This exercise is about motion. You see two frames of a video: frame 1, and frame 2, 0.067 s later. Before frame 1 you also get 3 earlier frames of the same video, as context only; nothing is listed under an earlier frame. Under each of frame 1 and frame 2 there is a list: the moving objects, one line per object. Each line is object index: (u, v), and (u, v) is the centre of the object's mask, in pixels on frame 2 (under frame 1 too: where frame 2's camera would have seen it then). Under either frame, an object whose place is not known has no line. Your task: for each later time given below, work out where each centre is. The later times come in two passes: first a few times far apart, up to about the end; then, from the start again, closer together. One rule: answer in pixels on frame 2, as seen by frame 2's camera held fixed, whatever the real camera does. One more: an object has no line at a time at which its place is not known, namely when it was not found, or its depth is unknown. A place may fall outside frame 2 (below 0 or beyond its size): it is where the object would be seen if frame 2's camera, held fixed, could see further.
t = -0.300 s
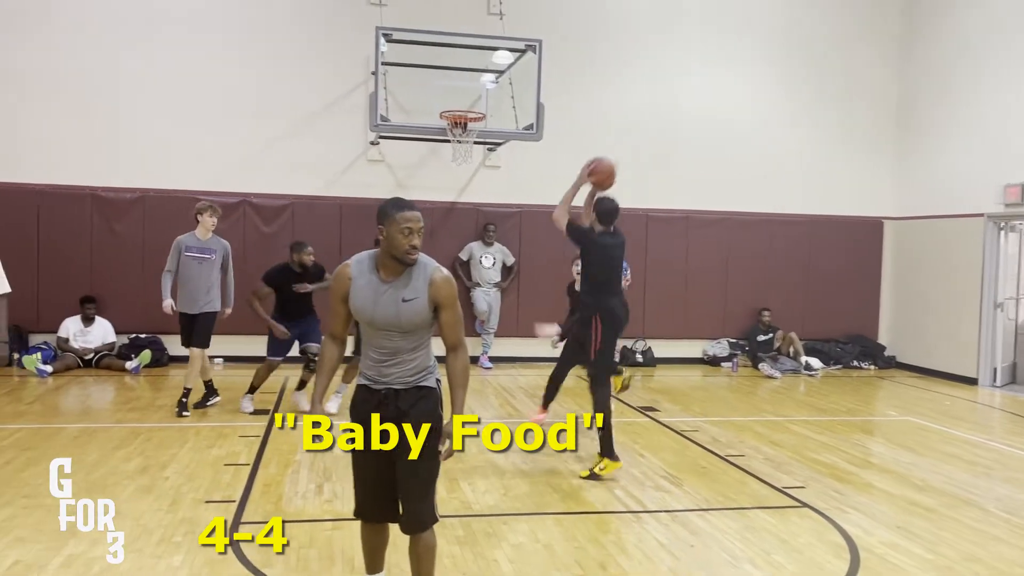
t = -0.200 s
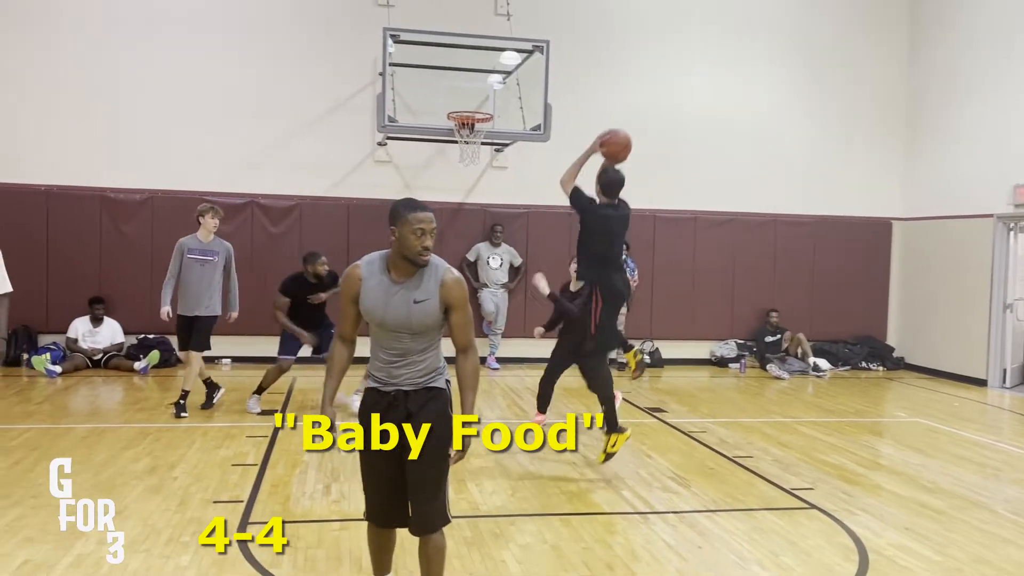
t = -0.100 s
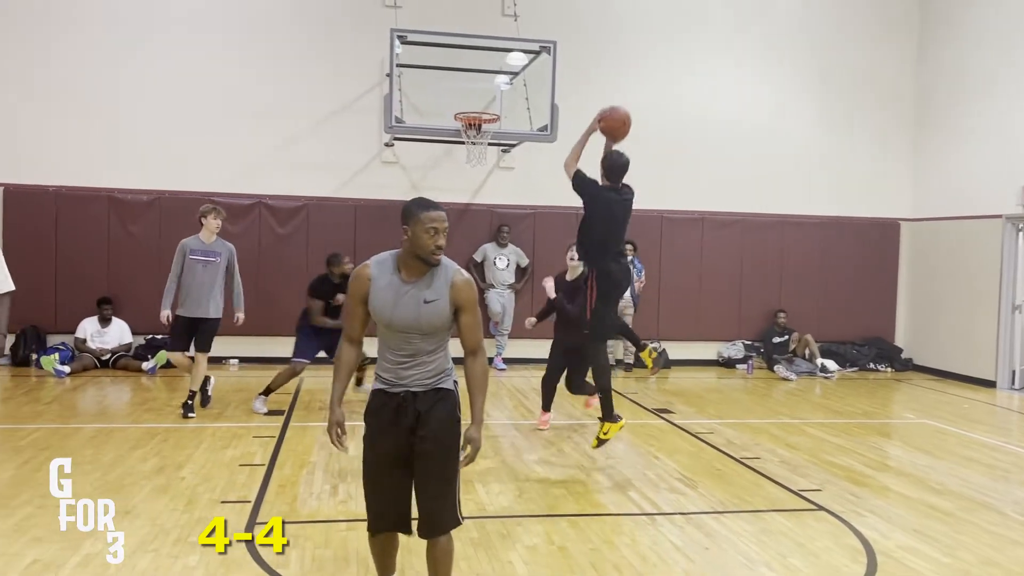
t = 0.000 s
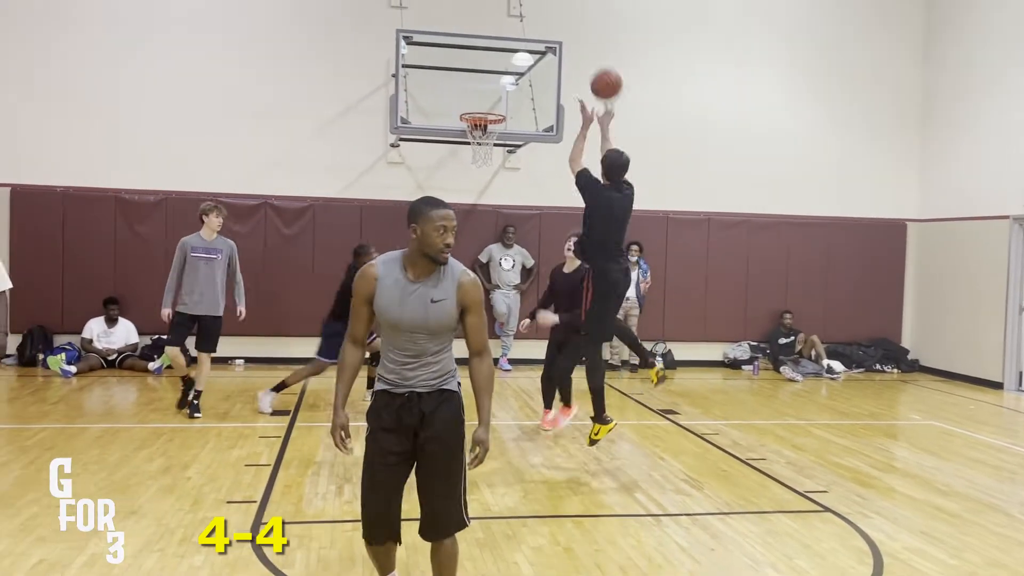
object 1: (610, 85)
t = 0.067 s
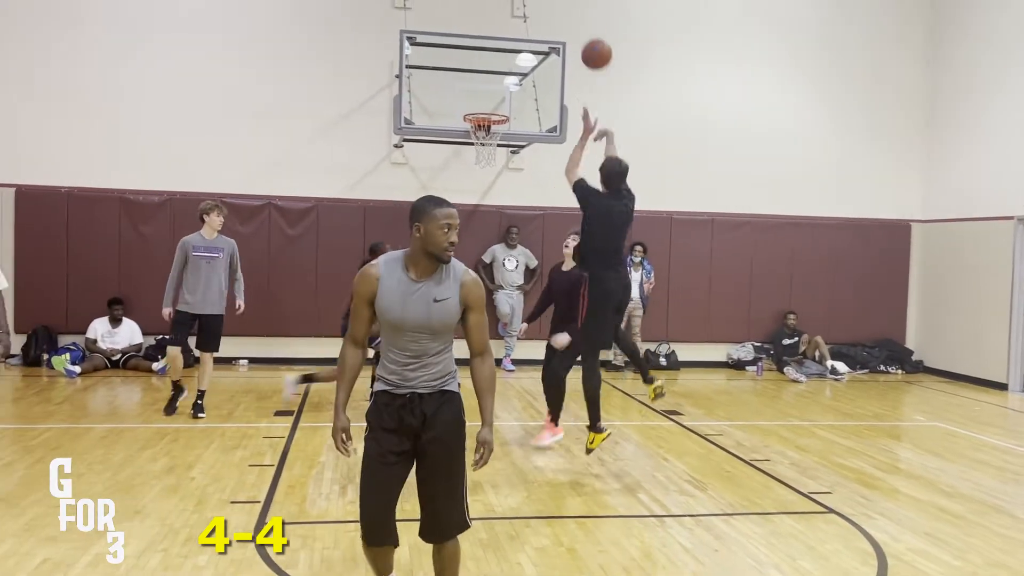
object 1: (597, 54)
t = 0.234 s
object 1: (567, 10)
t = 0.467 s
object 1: (532, 7)
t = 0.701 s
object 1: (500, 57)
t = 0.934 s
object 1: (495, 137)
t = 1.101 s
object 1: (512, 168)
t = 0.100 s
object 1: (590, 41)
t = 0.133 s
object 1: (584, 30)
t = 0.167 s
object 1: (578, 21)
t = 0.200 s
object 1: (572, 14)
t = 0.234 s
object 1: (567, 10)
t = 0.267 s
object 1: (561, 7)
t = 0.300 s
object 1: (556, 6)
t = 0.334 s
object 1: (551, 5)
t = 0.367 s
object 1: (546, 5)
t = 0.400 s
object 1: (541, 5)
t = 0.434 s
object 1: (536, 6)
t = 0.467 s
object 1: (532, 7)
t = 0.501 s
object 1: (526, 11)
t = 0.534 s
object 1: (522, 16)
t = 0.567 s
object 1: (517, 22)
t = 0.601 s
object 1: (513, 29)
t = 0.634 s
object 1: (509, 38)
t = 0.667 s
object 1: (505, 47)
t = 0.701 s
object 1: (500, 57)
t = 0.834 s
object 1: (485, 105)
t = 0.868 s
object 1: (482, 118)
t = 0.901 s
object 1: (486, 127)
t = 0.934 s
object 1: (495, 137)
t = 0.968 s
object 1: (498, 146)
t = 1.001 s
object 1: (501, 150)
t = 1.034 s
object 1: (505, 156)
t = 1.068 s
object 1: (509, 162)
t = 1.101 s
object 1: (512, 168)
